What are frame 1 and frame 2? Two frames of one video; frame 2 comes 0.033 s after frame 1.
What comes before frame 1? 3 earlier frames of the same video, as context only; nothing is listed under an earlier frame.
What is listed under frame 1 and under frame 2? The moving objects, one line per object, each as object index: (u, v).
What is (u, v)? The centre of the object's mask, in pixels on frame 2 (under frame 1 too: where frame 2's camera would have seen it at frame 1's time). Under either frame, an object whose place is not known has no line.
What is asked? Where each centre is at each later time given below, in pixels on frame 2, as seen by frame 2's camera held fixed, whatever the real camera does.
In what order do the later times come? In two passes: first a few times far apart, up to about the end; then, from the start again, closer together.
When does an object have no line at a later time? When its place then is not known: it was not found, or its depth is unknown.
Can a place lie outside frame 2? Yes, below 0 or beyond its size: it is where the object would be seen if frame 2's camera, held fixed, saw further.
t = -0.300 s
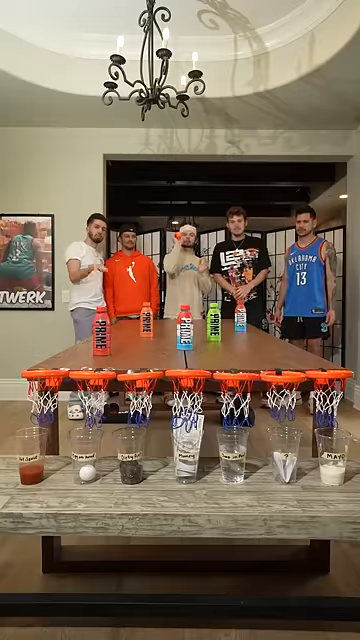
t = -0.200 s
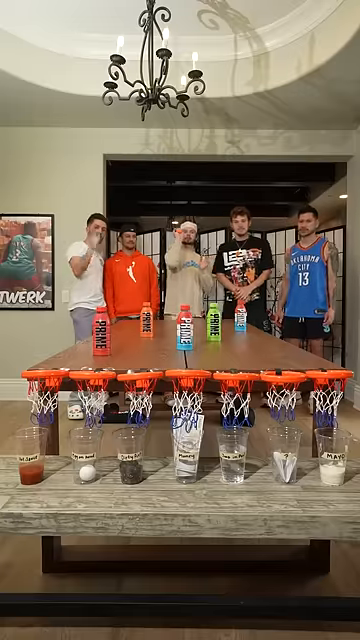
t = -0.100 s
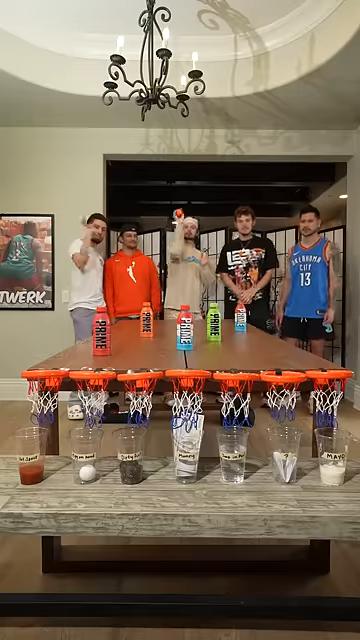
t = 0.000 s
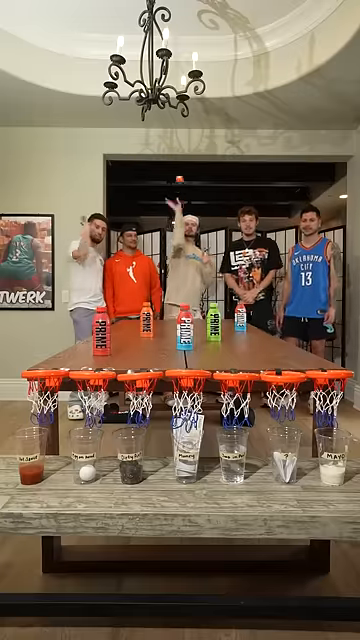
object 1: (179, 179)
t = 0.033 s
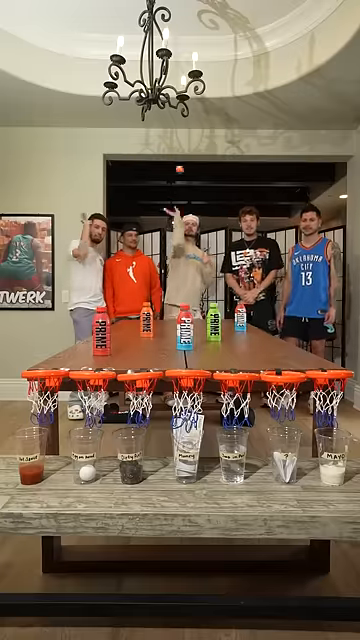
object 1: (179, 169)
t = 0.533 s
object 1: (181, 216)
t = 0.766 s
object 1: (186, 459)
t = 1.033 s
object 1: (186, 457)
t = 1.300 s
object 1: (186, 457)
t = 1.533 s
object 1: (186, 457)
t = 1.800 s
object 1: (186, 457)
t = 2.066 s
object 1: (186, 456)
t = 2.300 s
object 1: (186, 456)
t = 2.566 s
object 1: (186, 456)
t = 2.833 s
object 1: (186, 456)
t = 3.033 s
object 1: (186, 456)
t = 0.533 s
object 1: (181, 216)
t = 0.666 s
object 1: (181, 386)
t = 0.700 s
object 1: (188, 440)
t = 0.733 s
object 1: (186, 460)
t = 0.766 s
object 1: (186, 459)
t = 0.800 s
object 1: (186, 459)
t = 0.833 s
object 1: (186, 457)
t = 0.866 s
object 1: (186, 457)
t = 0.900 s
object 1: (186, 457)
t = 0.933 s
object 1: (186, 457)
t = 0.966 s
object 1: (186, 457)
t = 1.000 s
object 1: (186, 457)
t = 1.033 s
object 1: (186, 457)
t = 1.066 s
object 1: (186, 457)
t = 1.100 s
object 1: (186, 457)
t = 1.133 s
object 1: (186, 457)
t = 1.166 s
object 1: (186, 457)
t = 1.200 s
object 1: (186, 457)
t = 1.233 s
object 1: (186, 456)
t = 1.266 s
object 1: (186, 457)
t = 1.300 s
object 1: (186, 457)
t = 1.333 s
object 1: (186, 457)
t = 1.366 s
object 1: (186, 457)
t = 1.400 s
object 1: (186, 457)
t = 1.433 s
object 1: (186, 457)
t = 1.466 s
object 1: (186, 457)
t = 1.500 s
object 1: (186, 457)
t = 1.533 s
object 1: (186, 457)
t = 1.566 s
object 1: (186, 457)
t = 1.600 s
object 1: (186, 457)
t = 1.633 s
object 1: (186, 457)
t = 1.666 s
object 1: (186, 456)
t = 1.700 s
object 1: (186, 457)
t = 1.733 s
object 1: (186, 457)
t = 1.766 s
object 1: (186, 456)
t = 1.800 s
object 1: (186, 457)
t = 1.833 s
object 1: (186, 456)
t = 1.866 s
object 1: (186, 456)
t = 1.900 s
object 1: (186, 456)
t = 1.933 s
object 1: (186, 456)
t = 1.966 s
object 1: (186, 456)
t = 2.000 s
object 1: (186, 456)
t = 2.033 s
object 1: (186, 456)
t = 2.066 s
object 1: (186, 456)
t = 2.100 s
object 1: (186, 456)
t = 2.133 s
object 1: (186, 456)
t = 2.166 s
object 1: (186, 456)
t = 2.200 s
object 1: (186, 456)
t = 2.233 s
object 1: (186, 456)
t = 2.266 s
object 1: (186, 456)
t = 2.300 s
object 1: (186, 456)
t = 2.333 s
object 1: (186, 456)
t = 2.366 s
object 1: (186, 456)
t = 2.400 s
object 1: (186, 456)
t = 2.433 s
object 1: (186, 456)
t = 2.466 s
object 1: (186, 456)
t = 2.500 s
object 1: (186, 456)
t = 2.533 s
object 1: (186, 456)
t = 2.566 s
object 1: (186, 456)
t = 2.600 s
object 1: (186, 456)
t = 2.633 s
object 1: (186, 456)
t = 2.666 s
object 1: (186, 456)
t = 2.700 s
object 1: (186, 456)
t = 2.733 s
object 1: (186, 456)
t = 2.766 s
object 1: (186, 456)
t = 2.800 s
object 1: (186, 456)
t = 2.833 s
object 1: (186, 456)
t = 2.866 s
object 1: (186, 456)
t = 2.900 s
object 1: (186, 456)
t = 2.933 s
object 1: (186, 456)
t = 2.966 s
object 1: (186, 456)
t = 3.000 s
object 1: (186, 456)
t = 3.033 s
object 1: (186, 456)
